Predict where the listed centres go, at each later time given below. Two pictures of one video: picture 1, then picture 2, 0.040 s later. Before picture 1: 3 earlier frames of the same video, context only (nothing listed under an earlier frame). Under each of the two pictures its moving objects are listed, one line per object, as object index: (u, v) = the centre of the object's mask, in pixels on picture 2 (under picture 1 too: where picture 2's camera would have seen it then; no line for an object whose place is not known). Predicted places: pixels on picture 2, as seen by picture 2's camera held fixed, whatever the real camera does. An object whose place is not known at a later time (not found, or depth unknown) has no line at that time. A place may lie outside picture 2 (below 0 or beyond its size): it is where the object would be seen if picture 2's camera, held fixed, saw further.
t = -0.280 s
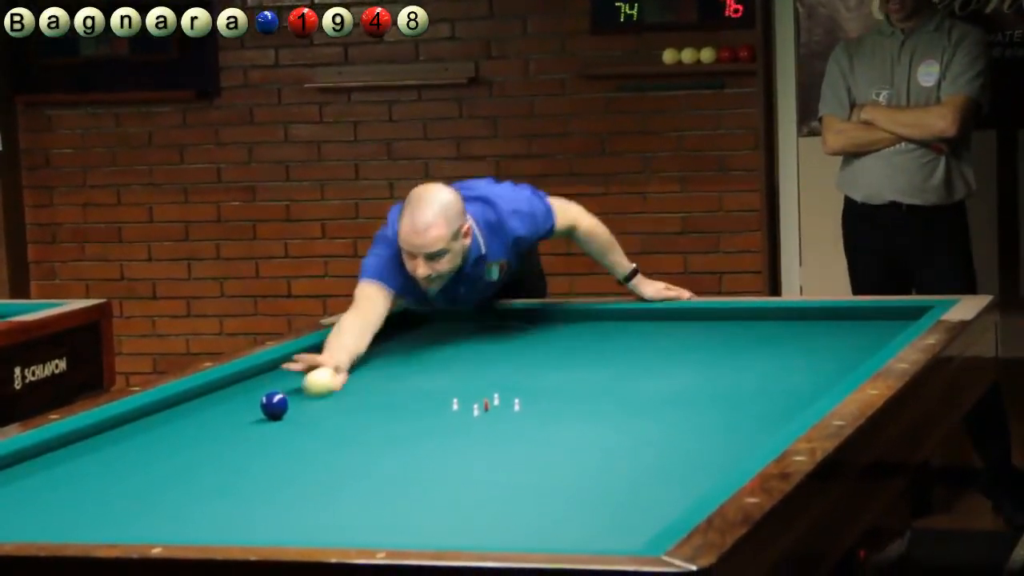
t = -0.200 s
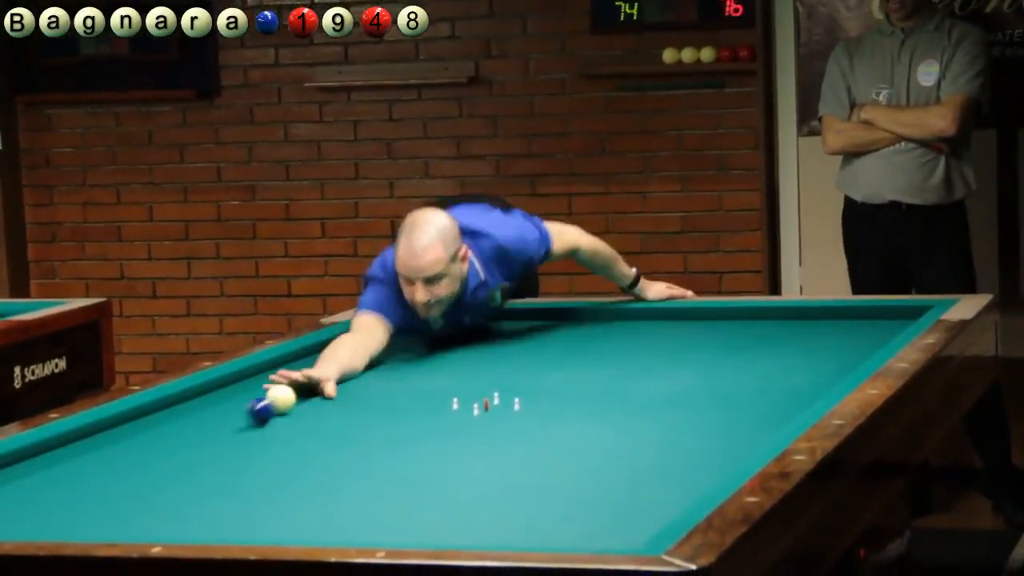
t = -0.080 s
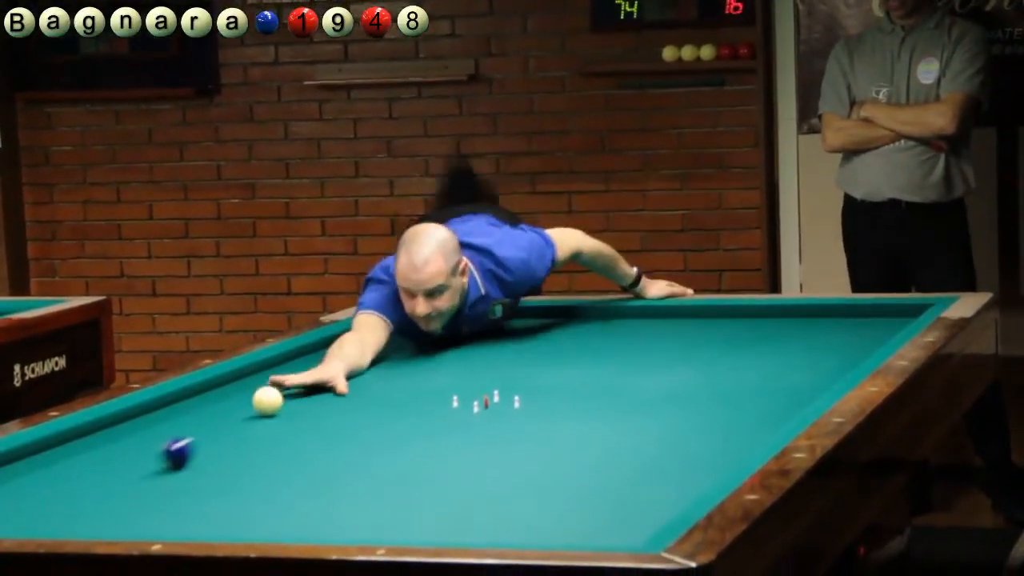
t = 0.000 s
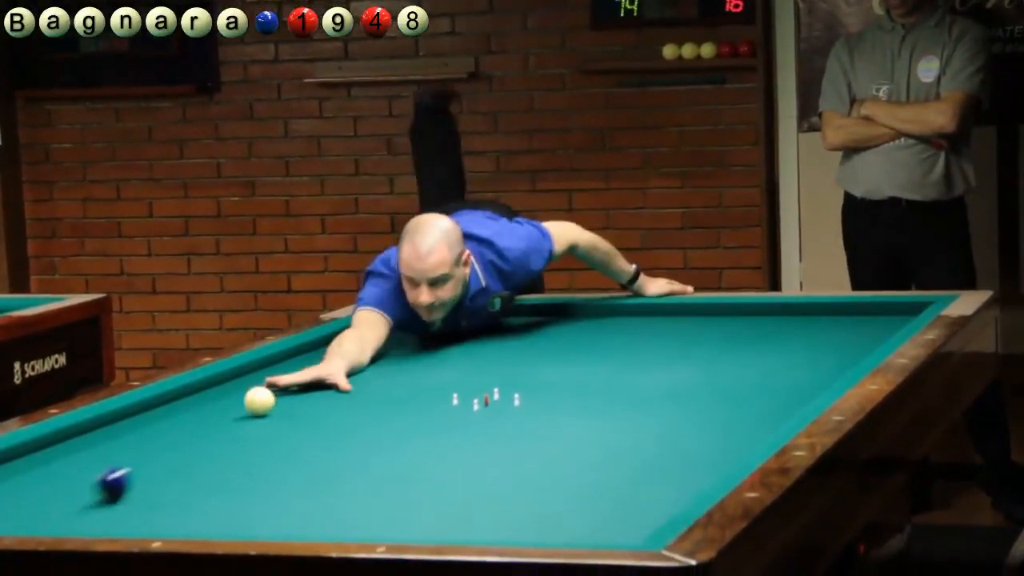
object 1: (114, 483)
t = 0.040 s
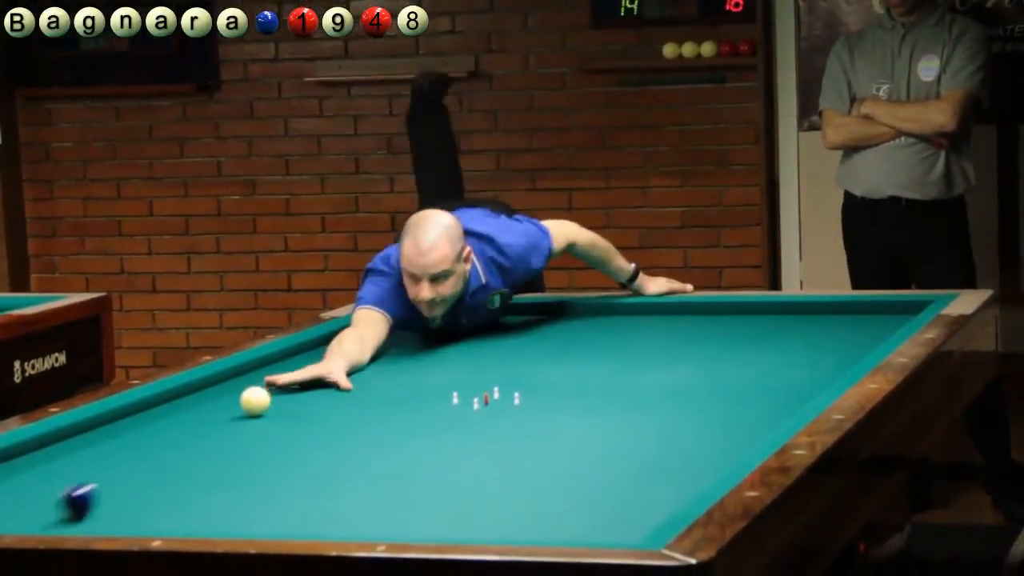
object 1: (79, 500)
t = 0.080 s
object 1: (43, 516)
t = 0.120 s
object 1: (32, 520)
